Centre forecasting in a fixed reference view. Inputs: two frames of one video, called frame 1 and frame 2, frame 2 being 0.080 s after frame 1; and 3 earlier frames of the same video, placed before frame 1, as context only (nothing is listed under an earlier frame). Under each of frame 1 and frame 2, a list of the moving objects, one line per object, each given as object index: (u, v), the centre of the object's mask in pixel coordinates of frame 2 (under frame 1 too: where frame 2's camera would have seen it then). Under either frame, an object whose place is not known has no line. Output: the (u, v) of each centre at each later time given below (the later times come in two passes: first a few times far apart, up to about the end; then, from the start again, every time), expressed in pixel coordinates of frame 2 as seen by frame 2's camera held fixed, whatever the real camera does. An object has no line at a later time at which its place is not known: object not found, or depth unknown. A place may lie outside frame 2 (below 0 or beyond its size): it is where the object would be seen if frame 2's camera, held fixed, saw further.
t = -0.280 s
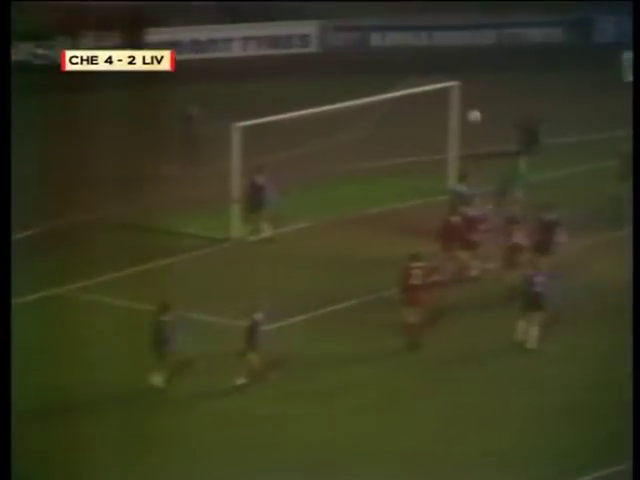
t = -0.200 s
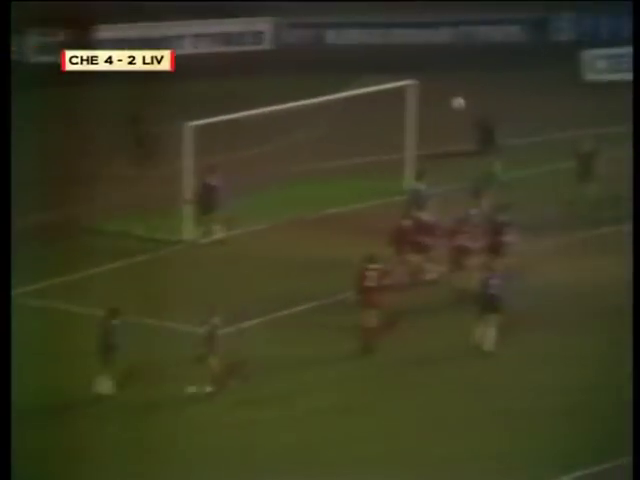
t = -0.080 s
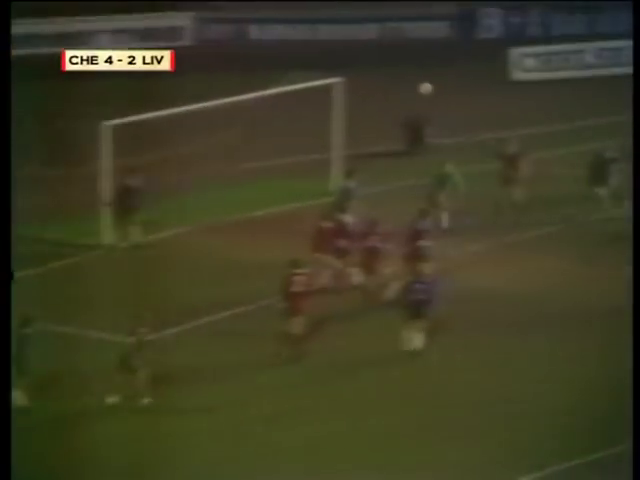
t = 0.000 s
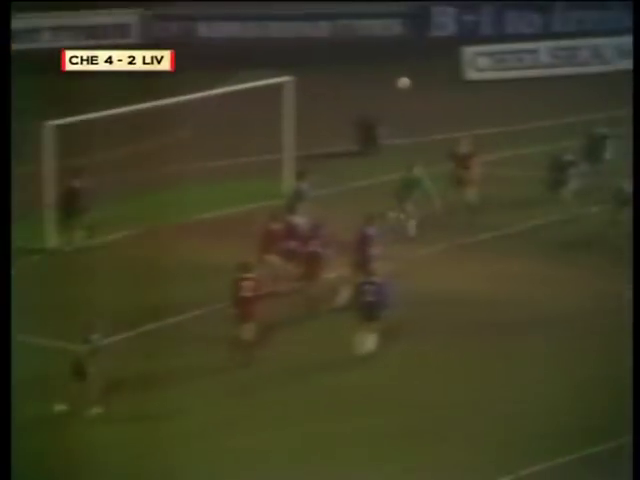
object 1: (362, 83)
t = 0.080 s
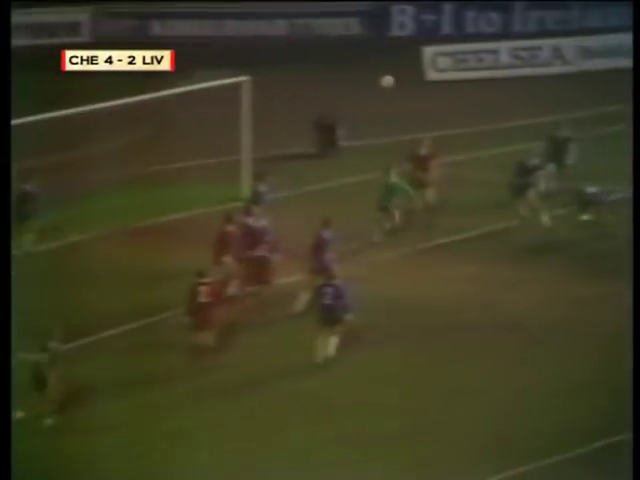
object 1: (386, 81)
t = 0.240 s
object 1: (433, 86)
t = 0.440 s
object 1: (490, 108)
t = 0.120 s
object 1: (398, 81)
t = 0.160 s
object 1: (410, 82)
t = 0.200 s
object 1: (422, 83)
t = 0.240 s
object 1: (433, 86)
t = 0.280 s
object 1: (445, 88)
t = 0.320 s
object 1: (456, 93)
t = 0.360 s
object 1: (467, 97)
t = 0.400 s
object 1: (479, 102)
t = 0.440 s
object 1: (490, 108)
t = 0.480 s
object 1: (500, 114)
